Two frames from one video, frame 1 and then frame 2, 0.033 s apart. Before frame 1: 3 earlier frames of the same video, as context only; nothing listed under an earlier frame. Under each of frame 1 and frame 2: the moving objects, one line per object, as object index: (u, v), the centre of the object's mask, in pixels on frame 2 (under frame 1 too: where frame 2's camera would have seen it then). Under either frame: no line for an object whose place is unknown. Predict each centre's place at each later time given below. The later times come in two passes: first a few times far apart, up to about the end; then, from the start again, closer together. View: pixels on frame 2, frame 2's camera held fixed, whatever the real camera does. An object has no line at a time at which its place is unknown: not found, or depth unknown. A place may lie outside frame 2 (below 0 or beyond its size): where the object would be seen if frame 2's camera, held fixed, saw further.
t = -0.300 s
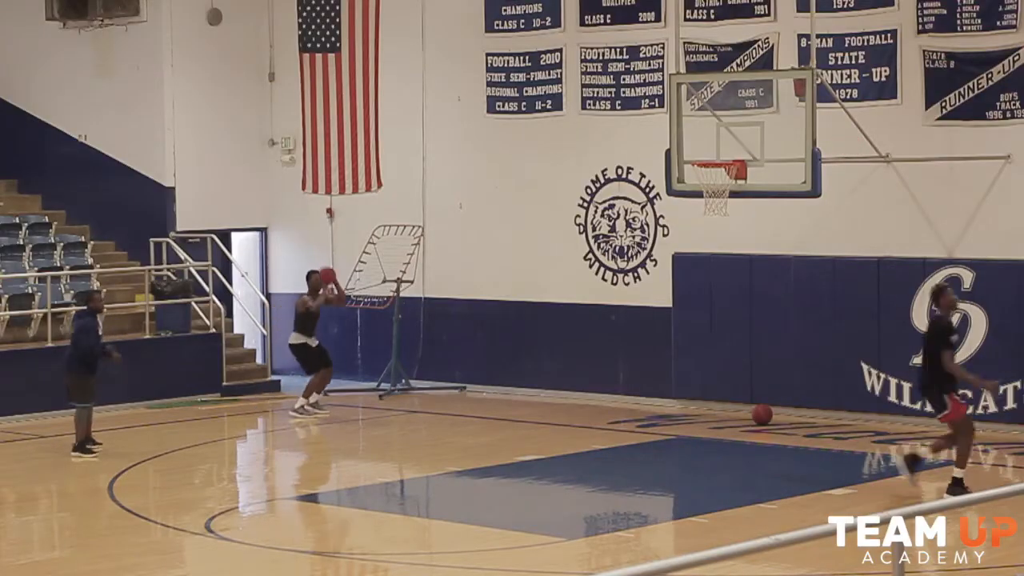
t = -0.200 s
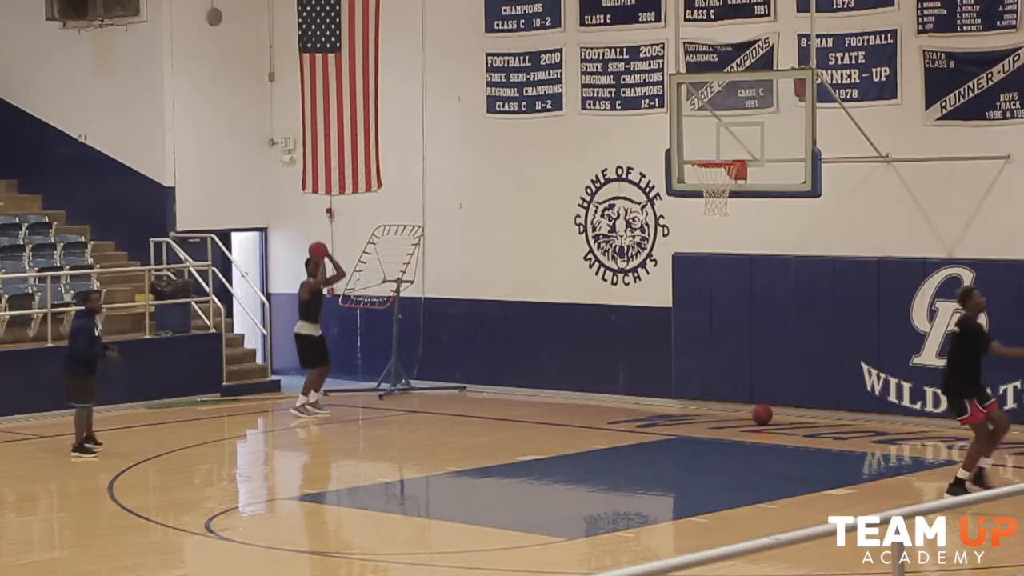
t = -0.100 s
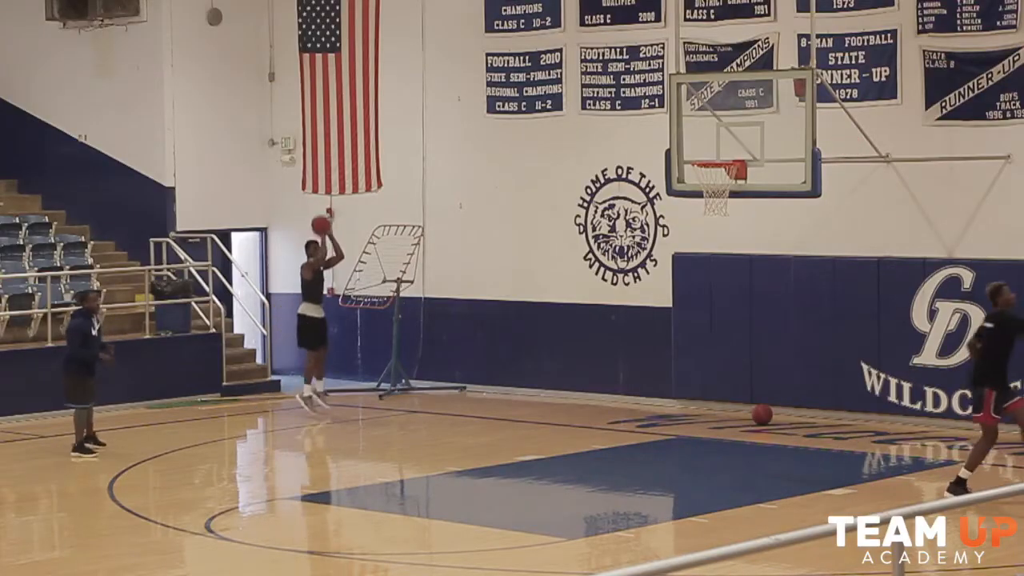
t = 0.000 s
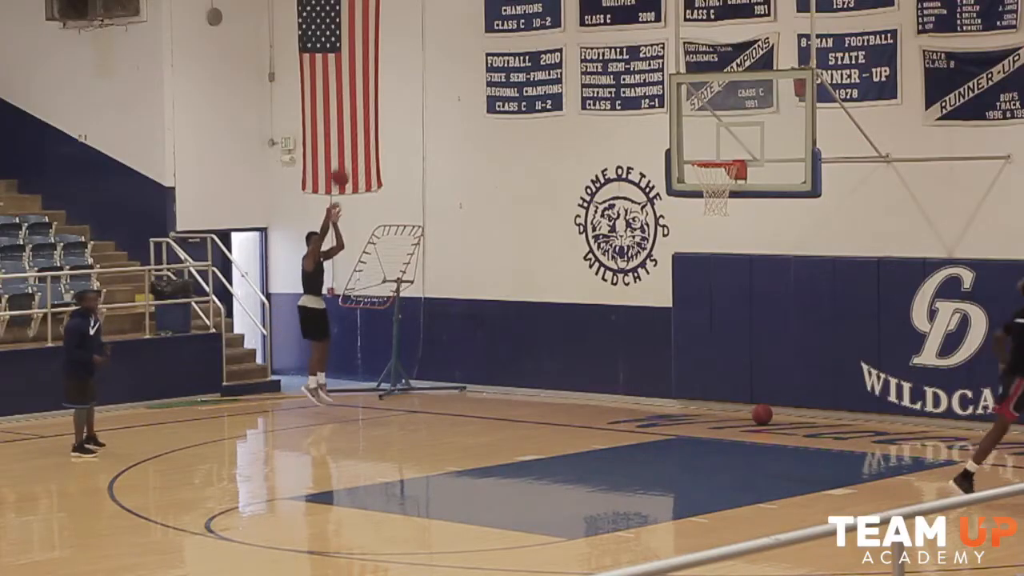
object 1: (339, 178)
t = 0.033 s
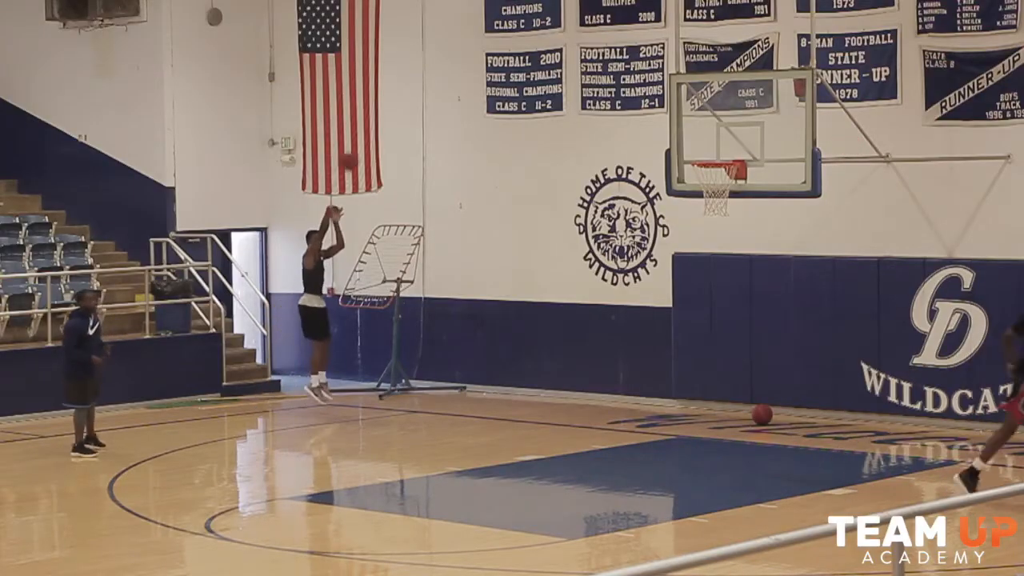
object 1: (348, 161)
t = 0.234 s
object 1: (404, 82)
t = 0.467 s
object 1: (472, 29)
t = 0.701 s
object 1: (547, 20)
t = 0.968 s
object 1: (637, 74)
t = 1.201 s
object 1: (723, 172)
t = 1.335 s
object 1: (736, 183)
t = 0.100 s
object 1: (366, 132)
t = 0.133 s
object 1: (377, 118)
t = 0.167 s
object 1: (386, 105)
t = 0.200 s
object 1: (395, 93)
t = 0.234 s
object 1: (404, 82)
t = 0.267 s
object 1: (413, 72)
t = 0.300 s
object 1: (423, 63)
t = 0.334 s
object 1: (433, 54)
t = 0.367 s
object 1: (442, 46)
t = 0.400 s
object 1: (452, 40)
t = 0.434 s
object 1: (462, 34)
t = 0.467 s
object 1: (472, 29)
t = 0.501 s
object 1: (483, 24)
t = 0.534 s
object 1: (493, 21)
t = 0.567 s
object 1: (502, 20)
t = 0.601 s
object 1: (514, 19)
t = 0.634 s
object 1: (524, 18)
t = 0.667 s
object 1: (535, 19)
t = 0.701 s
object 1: (547, 20)
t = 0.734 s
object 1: (557, 23)
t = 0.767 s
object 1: (568, 28)
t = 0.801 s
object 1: (579, 33)
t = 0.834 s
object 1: (591, 38)
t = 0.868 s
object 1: (602, 46)
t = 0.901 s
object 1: (614, 54)
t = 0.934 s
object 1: (626, 63)
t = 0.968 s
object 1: (637, 74)
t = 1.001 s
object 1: (650, 86)
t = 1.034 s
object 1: (662, 100)
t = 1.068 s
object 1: (674, 114)
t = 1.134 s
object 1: (699, 145)
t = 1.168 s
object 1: (711, 161)
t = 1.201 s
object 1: (723, 172)
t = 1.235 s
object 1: (732, 177)
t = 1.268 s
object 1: (736, 178)
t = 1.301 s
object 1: (737, 171)
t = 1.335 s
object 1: (736, 183)
